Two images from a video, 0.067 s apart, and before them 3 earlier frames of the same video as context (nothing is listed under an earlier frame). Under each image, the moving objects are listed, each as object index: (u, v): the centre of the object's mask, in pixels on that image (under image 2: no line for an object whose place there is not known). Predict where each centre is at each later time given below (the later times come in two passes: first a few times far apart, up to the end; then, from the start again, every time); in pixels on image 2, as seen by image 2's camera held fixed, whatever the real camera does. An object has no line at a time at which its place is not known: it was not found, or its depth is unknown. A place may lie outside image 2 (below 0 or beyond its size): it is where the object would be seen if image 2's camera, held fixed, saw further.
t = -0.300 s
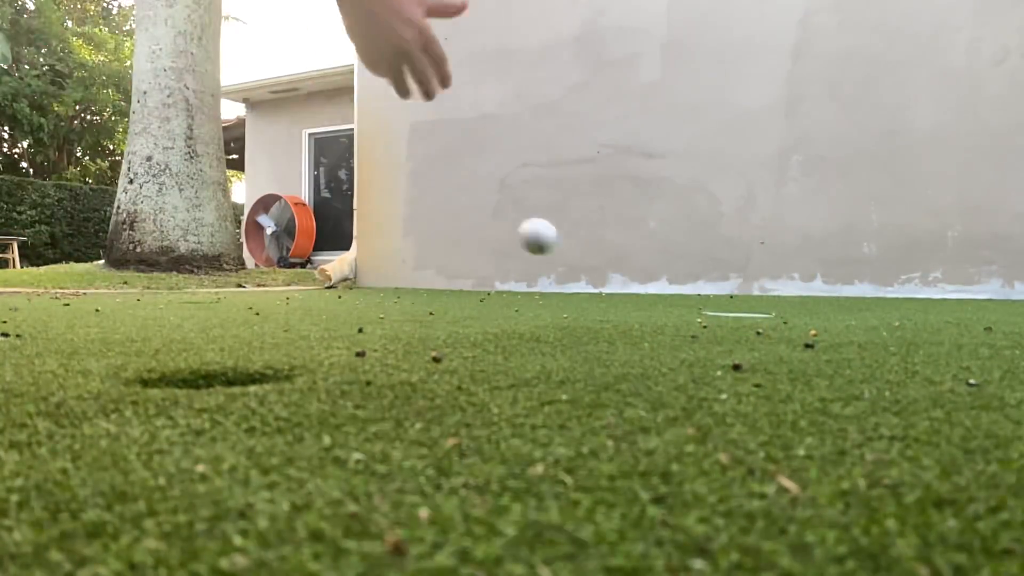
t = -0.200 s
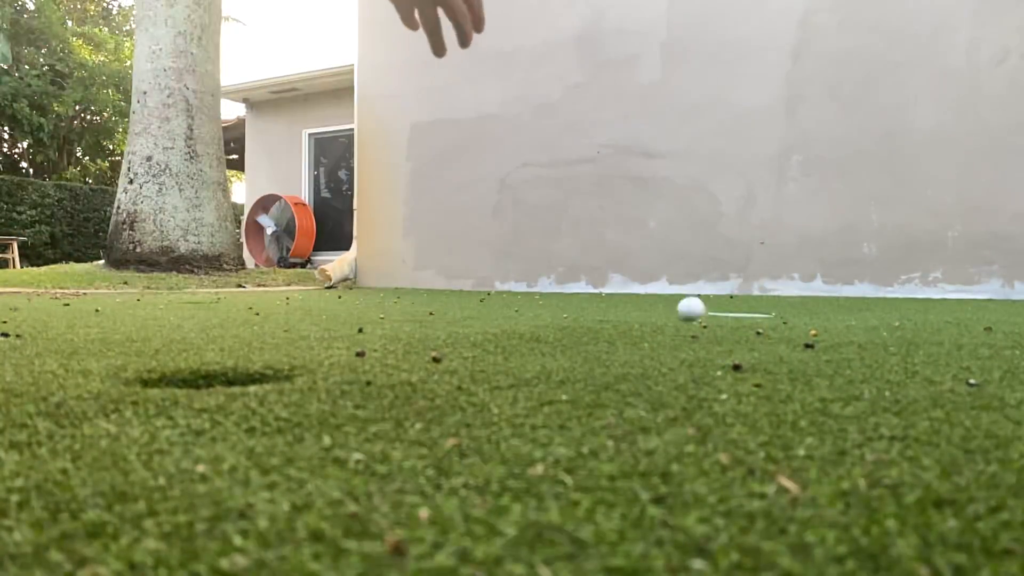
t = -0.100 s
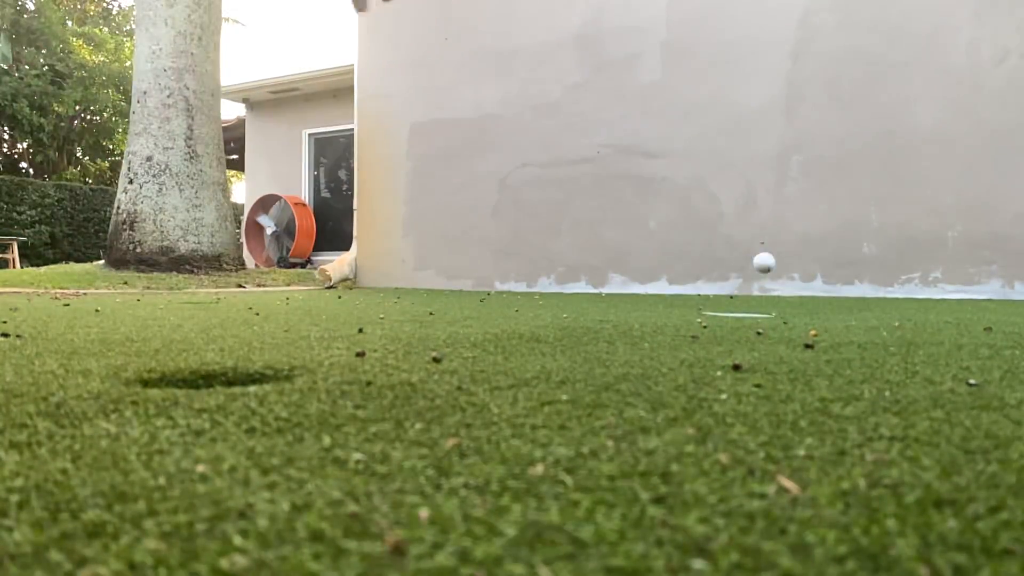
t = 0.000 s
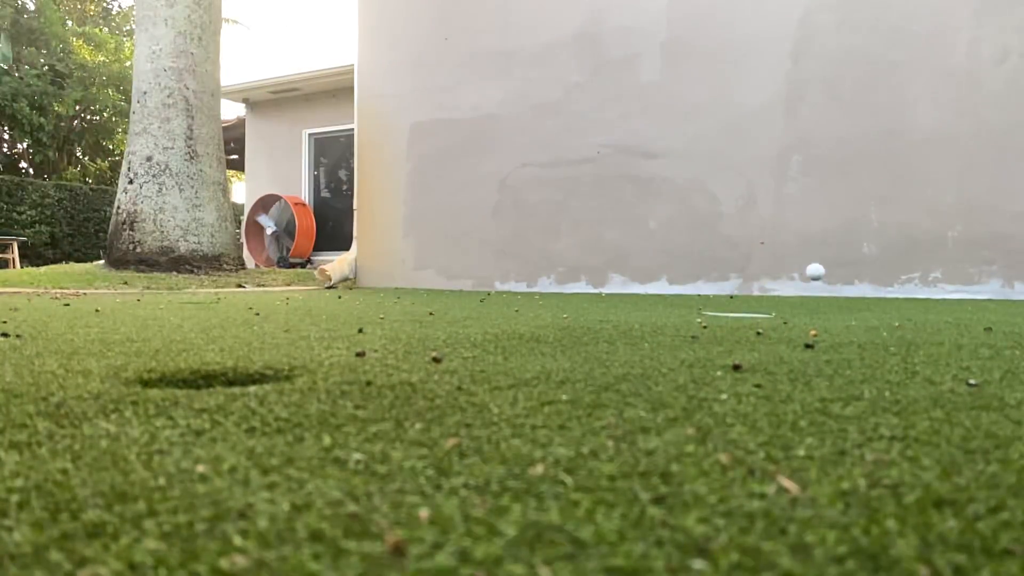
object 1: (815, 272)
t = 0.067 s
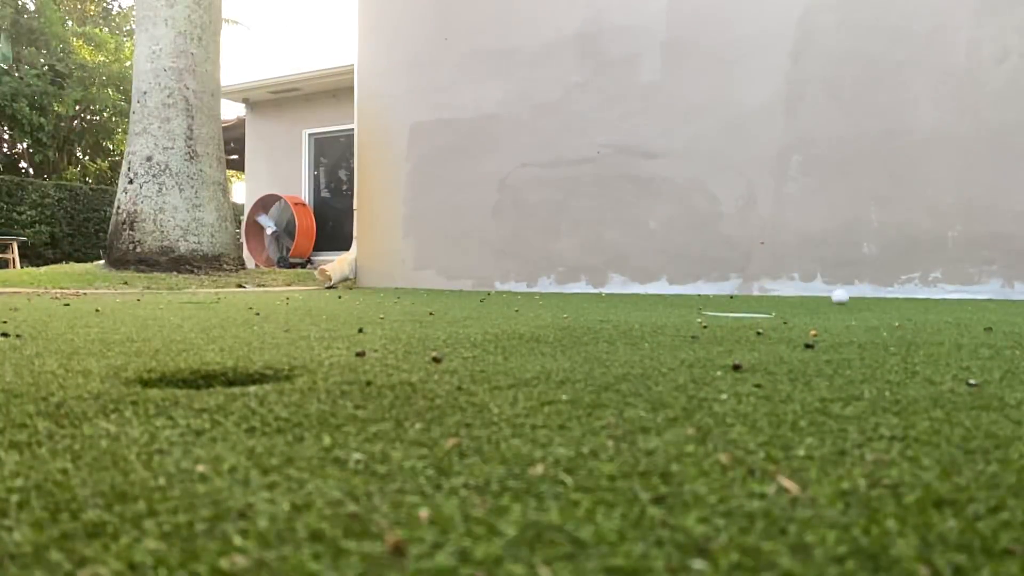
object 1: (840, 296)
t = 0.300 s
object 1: (883, 283)
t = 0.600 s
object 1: (846, 295)
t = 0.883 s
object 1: (803, 308)
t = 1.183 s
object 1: (725, 309)
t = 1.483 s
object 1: (604, 311)
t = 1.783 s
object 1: (399, 335)
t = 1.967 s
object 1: (189, 383)
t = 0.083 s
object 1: (844, 293)
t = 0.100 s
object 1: (849, 288)
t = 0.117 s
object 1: (854, 283)
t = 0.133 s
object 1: (858, 281)
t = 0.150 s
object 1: (863, 278)
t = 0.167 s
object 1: (866, 277)
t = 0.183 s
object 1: (871, 277)
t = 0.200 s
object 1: (874, 278)
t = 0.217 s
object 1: (878, 280)
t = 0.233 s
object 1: (882, 282)
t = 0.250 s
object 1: (884, 284)
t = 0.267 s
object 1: (886, 286)
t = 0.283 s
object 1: (885, 284)
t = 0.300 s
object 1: (883, 283)
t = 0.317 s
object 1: (882, 282)
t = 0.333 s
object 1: (879, 283)
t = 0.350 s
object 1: (878, 284)
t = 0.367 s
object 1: (876, 286)
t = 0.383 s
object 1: (874, 290)
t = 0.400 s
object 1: (871, 292)
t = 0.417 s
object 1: (870, 295)
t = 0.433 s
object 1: (868, 292)
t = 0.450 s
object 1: (865, 289)
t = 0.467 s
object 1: (864, 288)
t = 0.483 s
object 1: (861, 287)
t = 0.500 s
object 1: (860, 287)
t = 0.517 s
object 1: (857, 288)
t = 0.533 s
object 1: (854, 290)
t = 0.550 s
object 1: (853, 294)
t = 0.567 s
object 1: (850, 299)
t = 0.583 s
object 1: (848, 298)
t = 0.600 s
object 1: (846, 295)
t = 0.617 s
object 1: (844, 294)
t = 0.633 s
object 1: (841, 294)
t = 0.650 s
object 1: (839, 295)
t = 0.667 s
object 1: (836, 297)
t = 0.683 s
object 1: (834, 302)
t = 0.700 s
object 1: (832, 304)
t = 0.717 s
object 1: (829, 300)
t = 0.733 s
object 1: (828, 299)
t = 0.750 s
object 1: (825, 298)
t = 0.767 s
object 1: (822, 299)
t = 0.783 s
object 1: (819, 301)
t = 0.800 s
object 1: (816, 304)
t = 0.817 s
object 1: (814, 307)
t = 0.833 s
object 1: (811, 306)
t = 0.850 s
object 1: (809, 305)
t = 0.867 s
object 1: (805, 306)
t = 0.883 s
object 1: (803, 308)
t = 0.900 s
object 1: (799, 309)
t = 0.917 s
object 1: (796, 307)
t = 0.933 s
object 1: (792, 307)
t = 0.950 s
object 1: (788, 307)
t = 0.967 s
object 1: (784, 309)
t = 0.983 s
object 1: (781, 310)
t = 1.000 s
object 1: (778, 309)
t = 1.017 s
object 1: (773, 309)
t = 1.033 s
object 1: (769, 310)
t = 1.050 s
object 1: (765, 309)
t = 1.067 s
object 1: (760, 309)
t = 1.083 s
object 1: (756, 309)
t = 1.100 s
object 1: (752, 310)
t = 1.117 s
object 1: (747, 310)
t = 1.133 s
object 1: (741, 309)
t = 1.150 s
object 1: (737, 309)
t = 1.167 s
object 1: (731, 310)
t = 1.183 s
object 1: (725, 309)
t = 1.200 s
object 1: (719, 309)
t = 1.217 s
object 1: (713, 310)
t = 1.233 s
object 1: (708, 312)
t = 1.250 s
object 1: (702, 307)
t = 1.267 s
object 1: (696, 297)
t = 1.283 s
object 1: (691, 290)
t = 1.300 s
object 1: (683, 284)
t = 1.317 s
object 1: (677, 281)
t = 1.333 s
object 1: (671, 280)
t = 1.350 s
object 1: (664, 281)
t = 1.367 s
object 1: (657, 284)
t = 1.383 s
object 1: (650, 290)
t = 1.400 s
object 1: (643, 298)
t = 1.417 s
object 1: (635, 309)
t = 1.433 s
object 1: (627, 321)
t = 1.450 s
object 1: (619, 317)
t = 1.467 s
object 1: (612, 313)
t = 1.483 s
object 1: (604, 311)
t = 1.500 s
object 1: (595, 311)
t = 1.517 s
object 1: (586, 314)
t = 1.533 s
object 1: (577, 320)
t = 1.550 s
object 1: (568, 328)
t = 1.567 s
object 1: (559, 327)
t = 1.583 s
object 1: (548, 324)
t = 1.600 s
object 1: (536, 326)
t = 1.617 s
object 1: (528, 330)
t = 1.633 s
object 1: (517, 334)
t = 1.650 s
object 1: (506, 332)
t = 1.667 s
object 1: (494, 330)
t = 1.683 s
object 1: (482, 332)
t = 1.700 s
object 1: (469, 336)
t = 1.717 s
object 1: (456, 336)
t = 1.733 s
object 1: (443, 334)
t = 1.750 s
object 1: (425, 334)
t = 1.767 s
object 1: (414, 333)
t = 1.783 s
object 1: (399, 335)
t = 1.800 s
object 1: (383, 332)
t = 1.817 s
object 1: (367, 331)
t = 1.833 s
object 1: (350, 333)
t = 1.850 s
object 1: (334, 336)
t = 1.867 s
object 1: (310, 337)
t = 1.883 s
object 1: (296, 336)
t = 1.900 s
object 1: (271, 344)
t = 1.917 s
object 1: (255, 351)
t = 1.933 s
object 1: (234, 362)
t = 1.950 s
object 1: (212, 372)
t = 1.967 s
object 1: (189, 383)
